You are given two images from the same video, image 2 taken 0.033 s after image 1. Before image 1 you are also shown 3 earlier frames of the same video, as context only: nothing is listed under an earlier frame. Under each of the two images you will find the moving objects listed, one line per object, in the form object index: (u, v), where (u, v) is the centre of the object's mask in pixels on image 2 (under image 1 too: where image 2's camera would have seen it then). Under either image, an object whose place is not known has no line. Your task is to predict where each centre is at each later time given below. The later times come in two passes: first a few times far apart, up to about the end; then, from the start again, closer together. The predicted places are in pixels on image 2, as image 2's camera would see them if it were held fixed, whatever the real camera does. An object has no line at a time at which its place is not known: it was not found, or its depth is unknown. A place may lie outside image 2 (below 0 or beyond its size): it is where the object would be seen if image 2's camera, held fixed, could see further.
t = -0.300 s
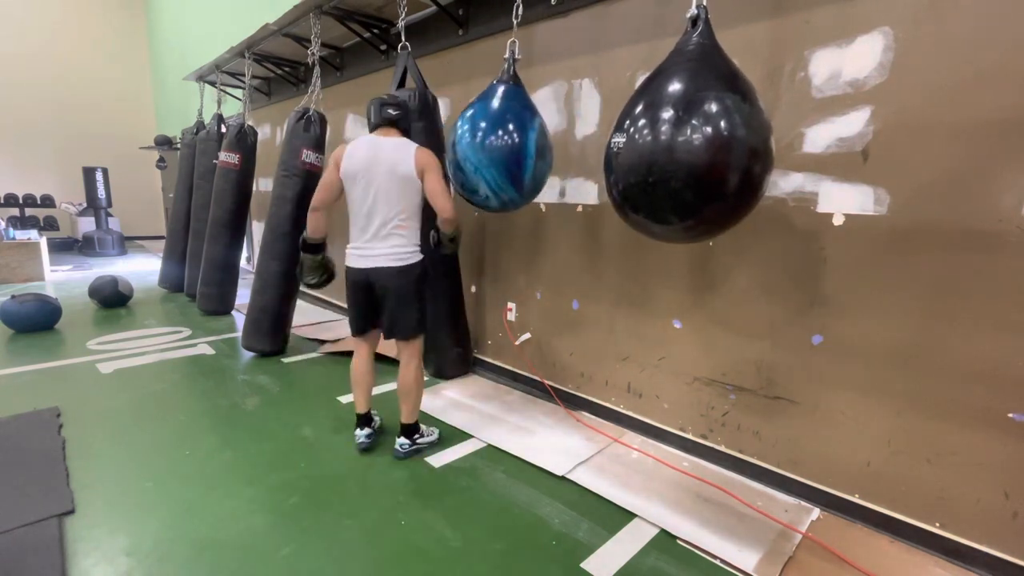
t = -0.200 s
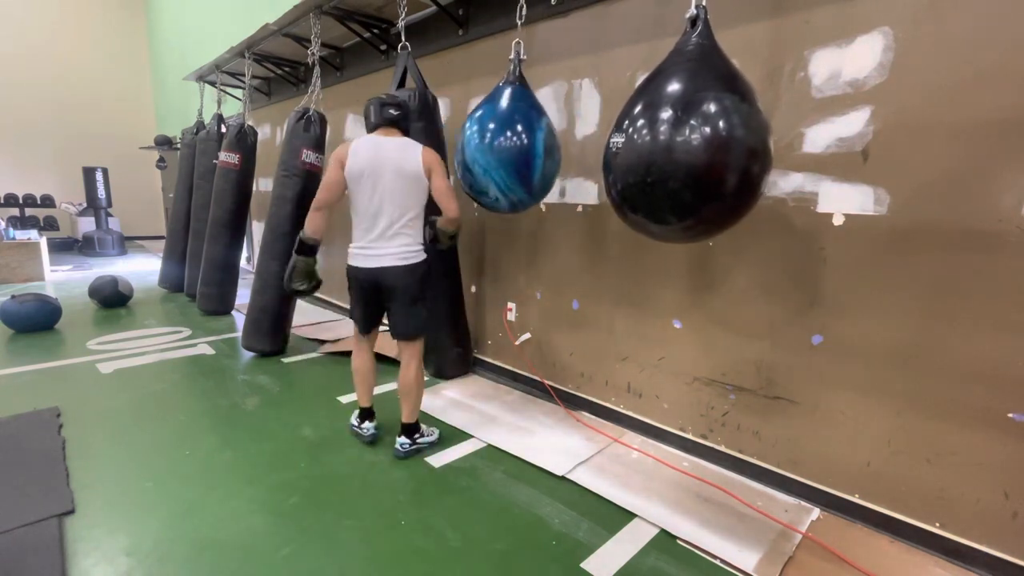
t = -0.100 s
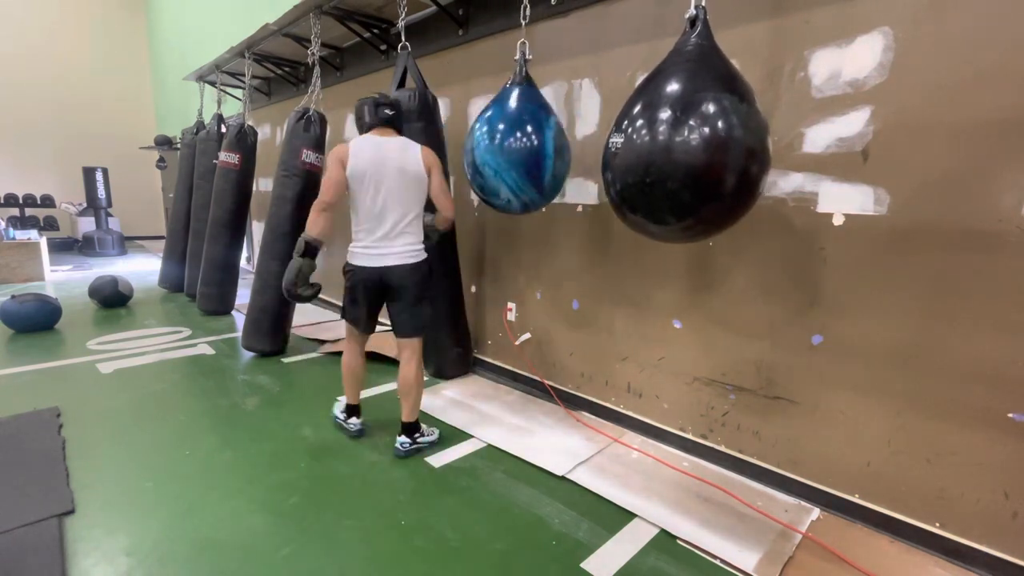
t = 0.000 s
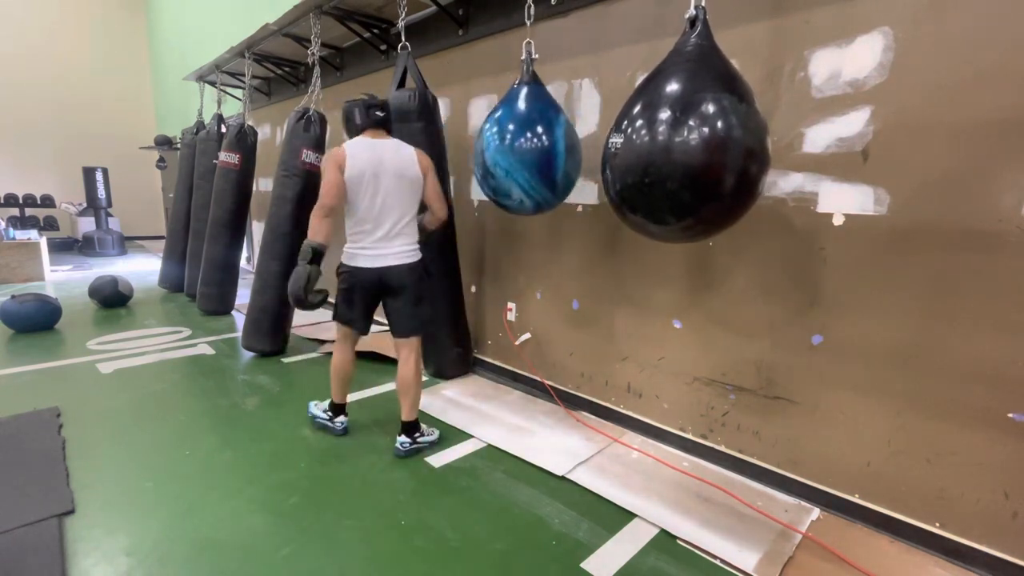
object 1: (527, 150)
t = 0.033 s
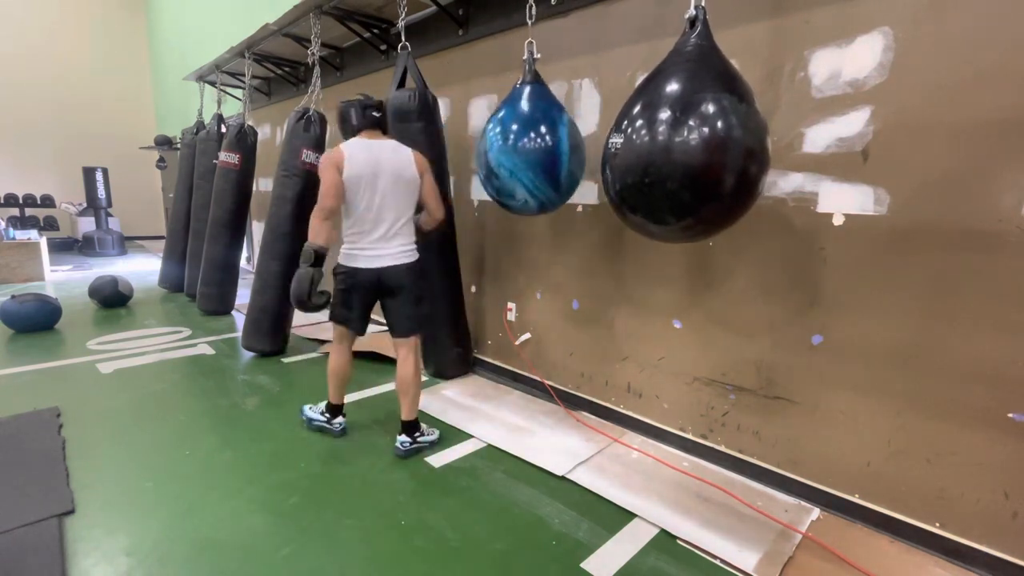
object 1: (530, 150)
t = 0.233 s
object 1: (547, 148)
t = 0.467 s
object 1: (555, 145)
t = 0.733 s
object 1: (547, 144)
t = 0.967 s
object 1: (524, 145)
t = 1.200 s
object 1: (502, 146)
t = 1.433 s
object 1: (492, 146)
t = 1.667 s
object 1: (496, 147)
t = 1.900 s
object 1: (513, 149)
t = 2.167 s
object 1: (537, 149)
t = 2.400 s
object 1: (551, 146)
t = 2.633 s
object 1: (552, 144)
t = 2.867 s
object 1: (539, 144)
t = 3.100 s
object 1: (517, 146)
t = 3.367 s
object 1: (498, 146)
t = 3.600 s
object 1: (495, 146)
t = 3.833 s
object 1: (505, 147)
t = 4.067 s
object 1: (522, 149)
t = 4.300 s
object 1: (541, 148)
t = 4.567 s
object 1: (551, 144)
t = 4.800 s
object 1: (546, 143)
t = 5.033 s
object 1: (528, 145)
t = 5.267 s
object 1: (509, 147)
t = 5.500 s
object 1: (498, 147)
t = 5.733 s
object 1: (499, 146)
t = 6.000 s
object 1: (513, 148)
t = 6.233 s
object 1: (530, 149)
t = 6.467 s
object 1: (545, 147)
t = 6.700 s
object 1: (549, 143)
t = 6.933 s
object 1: (540, 144)
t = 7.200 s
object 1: (520, 147)
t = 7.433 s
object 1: (505, 148)
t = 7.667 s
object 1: (500, 146)
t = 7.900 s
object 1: (505, 147)
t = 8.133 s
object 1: (518, 149)
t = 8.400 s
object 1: (536, 148)
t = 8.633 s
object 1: (546, 144)
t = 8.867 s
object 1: (545, 143)
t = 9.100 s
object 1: (532, 146)
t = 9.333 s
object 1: (515, 148)
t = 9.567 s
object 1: (504, 147)
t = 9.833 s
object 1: (502, 147)
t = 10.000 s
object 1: (507, 147)
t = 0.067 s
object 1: (534, 149)
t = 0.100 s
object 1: (537, 149)
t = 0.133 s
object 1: (540, 149)
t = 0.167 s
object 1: (543, 149)
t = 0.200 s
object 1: (545, 148)
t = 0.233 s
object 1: (547, 148)
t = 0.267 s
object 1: (549, 148)
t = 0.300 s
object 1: (551, 147)
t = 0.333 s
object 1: (553, 147)
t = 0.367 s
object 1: (554, 146)
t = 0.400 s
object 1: (554, 146)
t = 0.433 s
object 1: (555, 145)
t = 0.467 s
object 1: (555, 145)
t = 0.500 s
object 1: (555, 144)
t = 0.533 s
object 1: (555, 144)
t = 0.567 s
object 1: (555, 144)
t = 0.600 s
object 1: (554, 144)
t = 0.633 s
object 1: (553, 144)
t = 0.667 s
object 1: (551, 144)
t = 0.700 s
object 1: (549, 144)
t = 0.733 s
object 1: (547, 144)
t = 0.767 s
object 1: (544, 144)
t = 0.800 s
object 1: (541, 144)
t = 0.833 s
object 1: (538, 144)
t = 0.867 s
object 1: (535, 144)
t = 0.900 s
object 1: (531, 145)
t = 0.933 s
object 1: (528, 145)
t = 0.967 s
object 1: (524, 145)
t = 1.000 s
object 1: (521, 145)
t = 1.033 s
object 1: (517, 145)
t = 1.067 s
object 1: (514, 146)
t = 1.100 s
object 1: (511, 146)
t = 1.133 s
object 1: (507, 146)
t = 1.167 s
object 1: (504, 146)
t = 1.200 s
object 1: (502, 146)
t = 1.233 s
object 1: (499, 146)
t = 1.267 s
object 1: (497, 146)
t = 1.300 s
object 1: (495, 146)
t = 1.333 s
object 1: (494, 146)
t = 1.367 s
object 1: (493, 146)
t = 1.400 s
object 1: (492, 146)
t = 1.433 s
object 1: (492, 146)
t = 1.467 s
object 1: (491, 146)
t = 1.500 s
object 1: (491, 146)
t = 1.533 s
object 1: (492, 146)
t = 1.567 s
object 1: (492, 146)
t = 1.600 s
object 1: (494, 146)
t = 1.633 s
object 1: (495, 146)
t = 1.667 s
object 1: (496, 147)
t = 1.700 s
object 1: (498, 147)
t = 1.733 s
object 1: (500, 147)
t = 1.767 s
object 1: (502, 147)
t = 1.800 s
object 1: (505, 148)
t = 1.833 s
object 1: (507, 148)
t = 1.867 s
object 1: (510, 148)
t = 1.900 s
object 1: (513, 149)
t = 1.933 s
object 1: (515, 149)
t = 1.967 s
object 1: (518, 149)
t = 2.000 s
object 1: (522, 149)
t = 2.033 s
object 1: (525, 149)
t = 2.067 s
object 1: (528, 149)
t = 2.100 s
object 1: (531, 149)
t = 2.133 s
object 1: (534, 149)
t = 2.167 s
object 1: (537, 149)
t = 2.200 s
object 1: (540, 149)
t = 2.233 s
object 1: (542, 149)
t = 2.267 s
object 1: (545, 148)
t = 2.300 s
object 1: (547, 148)
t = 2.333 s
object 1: (548, 147)
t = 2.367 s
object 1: (550, 147)
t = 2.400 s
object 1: (551, 146)
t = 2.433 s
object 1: (552, 146)
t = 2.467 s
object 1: (553, 145)
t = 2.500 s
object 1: (553, 145)
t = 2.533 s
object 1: (553, 145)
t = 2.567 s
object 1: (553, 144)
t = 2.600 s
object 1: (553, 144)
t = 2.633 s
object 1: (552, 144)
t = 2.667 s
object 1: (552, 143)
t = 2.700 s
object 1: (550, 144)
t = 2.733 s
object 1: (549, 143)
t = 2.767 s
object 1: (547, 144)
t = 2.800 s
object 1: (544, 143)
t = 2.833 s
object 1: (542, 144)
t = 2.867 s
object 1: (539, 144)
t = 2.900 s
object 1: (536, 144)
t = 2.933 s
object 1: (533, 144)
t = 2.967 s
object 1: (529, 145)
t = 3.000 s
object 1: (526, 145)
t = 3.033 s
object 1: (523, 146)
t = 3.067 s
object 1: (520, 146)
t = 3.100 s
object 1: (517, 146)
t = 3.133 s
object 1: (513, 146)
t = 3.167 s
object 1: (511, 146)
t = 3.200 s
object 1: (508, 146)
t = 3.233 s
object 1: (506, 146)
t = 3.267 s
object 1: (503, 147)
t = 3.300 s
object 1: (501, 146)
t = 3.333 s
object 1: (499, 146)
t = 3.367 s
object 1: (498, 146)
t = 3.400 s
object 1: (496, 146)
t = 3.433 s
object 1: (495, 146)
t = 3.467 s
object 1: (495, 146)
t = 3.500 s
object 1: (494, 146)
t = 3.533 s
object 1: (494, 146)
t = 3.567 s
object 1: (494, 146)
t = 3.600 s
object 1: (495, 146)
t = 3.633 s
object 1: (496, 146)
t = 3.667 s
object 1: (497, 146)
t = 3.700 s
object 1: (498, 146)
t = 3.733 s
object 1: (499, 147)
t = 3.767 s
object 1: (501, 147)
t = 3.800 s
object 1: (503, 147)
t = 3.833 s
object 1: (505, 147)
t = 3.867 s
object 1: (507, 148)
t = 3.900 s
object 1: (509, 148)
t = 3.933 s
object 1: (512, 148)
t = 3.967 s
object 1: (514, 148)
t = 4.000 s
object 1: (517, 149)
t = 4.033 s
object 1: (519, 149)
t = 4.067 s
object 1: (522, 149)
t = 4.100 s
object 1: (525, 149)
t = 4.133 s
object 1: (528, 149)
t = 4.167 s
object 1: (531, 149)
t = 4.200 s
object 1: (533, 149)
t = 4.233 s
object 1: (536, 149)
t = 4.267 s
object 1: (539, 149)
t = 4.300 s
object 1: (541, 148)
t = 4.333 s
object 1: (543, 148)
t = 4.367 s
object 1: (545, 147)
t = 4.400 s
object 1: (547, 147)
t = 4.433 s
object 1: (549, 146)
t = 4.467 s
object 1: (549, 146)
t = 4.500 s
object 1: (550, 145)
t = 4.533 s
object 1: (551, 145)
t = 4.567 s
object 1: (551, 144)
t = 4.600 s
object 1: (551, 144)
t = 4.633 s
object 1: (551, 144)
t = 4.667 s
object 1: (551, 143)
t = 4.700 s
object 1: (550, 143)
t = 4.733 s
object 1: (549, 143)
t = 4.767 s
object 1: (548, 143)
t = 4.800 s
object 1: (546, 143)
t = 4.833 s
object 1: (544, 143)
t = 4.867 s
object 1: (542, 143)
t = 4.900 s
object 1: (540, 144)
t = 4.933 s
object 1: (537, 144)
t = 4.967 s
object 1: (534, 144)
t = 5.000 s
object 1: (531, 145)
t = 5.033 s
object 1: (528, 145)
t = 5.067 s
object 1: (526, 145)
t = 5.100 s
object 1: (523, 146)
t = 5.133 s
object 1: (520, 146)
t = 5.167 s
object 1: (517, 146)
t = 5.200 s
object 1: (514, 146)
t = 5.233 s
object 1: (511, 147)
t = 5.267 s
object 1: (509, 147)
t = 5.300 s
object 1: (507, 147)
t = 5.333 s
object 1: (505, 147)
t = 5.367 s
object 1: (503, 147)
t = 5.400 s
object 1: (501, 147)
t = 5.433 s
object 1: (500, 147)
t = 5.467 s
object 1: (499, 147)
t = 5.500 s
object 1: (498, 147)
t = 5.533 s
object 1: (498, 147)
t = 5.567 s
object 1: (497, 146)
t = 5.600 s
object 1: (497, 146)
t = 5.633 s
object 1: (497, 146)
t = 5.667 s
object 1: (498, 146)
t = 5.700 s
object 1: (498, 146)
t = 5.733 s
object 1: (499, 146)
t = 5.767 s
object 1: (500, 147)
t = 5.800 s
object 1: (501, 147)
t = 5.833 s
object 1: (503, 147)
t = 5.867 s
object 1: (505, 147)
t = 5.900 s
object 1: (506, 147)
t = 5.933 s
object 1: (508, 148)
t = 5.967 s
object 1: (510, 148)
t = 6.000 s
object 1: (513, 148)
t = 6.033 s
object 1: (515, 148)
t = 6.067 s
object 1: (517, 149)
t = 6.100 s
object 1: (520, 149)
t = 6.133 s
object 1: (522, 149)
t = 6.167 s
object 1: (525, 149)
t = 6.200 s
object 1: (528, 149)
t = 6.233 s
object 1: (530, 149)
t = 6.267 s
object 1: (533, 149)
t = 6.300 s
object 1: (535, 149)
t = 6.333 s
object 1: (537, 148)
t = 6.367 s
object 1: (540, 148)
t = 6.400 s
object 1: (542, 148)
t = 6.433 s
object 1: (543, 147)
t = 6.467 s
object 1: (545, 147)
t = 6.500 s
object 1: (546, 146)
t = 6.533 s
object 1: (548, 146)
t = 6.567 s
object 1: (548, 145)
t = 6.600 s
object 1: (549, 145)
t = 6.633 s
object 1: (549, 144)
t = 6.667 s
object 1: (549, 144)
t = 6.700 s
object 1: (549, 143)
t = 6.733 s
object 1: (549, 143)
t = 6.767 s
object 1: (548, 143)
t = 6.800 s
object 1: (547, 143)
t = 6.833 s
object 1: (545, 143)
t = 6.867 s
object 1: (544, 143)
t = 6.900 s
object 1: (542, 143)
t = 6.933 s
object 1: (540, 144)
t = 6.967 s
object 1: (538, 144)
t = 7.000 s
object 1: (535, 145)
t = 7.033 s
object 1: (533, 145)
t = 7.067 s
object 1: (530, 145)
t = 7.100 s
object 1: (528, 146)
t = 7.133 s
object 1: (525, 146)
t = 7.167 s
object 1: (522, 147)
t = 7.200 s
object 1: (520, 147)
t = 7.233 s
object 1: (517, 147)
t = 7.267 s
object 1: (515, 147)
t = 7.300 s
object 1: (512, 147)
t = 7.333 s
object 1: (510, 147)
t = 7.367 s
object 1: (508, 148)
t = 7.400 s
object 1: (506, 148)
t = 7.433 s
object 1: (505, 148)
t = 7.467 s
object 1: (503, 147)
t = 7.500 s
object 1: (502, 147)
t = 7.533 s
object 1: (501, 147)
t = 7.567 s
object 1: (500, 147)
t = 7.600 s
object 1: (500, 147)
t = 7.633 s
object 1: (500, 147)
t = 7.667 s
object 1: (500, 146)
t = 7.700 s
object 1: (500, 146)
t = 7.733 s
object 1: (500, 146)
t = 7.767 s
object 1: (500, 146)
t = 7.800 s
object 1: (501, 147)
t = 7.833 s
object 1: (502, 147)
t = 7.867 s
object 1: (503, 147)
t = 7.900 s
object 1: (505, 147)
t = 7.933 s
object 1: (506, 147)
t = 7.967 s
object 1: (508, 148)
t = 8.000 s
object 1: (509, 148)
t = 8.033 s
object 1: (511, 148)
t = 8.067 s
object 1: (513, 148)
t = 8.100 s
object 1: (515, 149)
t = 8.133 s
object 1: (518, 149)
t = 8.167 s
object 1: (520, 149)
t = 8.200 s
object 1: (522, 149)
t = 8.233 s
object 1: (525, 149)
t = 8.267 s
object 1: (527, 149)
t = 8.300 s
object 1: (530, 149)
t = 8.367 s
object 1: (534, 148)
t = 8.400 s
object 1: (536, 148)
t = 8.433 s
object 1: (538, 148)
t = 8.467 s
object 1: (540, 147)
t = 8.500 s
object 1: (542, 147)
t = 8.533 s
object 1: (543, 146)
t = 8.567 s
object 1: (545, 146)
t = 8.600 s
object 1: (546, 145)
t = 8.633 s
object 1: (546, 144)
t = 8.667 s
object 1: (547, 144)
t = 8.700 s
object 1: (547, 144)
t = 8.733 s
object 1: (547, 143)
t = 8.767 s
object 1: (547, 143)
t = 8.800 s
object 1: (547, 143)
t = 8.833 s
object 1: (546, 143)
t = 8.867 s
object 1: (545, 143)
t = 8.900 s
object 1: (544, 143)
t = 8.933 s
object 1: (542, 143)
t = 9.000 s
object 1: (539, 144)
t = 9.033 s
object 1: (537, 145)
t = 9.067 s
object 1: (534, 145)
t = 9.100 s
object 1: (532, 146)
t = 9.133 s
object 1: (530, 146)
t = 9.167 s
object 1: (527, 147)
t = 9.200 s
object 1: (525, 147)
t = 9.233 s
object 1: (522, 147)
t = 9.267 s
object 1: (520, 147)
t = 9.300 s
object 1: (518, 148)
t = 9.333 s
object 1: (515, 148)
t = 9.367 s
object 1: (513, 148)
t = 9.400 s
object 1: (511, 148)
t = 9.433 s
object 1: (509, 148)
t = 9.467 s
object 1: (508, 148)
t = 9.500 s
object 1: (506, 148)
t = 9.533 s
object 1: (505, 147)
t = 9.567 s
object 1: (504, 147)
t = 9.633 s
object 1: (502, 147)
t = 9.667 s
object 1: (502, 147)
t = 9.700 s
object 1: (501, 147)
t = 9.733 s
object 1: (501, 147)
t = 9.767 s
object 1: (501, 147)
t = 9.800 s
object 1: (502, 147)
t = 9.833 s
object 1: (502, 147)
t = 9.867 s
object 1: (503, 147)
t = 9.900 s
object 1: (504, 147)
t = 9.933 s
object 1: (504, 147)
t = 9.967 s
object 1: (506, 147)
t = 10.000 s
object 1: (507, 147)
